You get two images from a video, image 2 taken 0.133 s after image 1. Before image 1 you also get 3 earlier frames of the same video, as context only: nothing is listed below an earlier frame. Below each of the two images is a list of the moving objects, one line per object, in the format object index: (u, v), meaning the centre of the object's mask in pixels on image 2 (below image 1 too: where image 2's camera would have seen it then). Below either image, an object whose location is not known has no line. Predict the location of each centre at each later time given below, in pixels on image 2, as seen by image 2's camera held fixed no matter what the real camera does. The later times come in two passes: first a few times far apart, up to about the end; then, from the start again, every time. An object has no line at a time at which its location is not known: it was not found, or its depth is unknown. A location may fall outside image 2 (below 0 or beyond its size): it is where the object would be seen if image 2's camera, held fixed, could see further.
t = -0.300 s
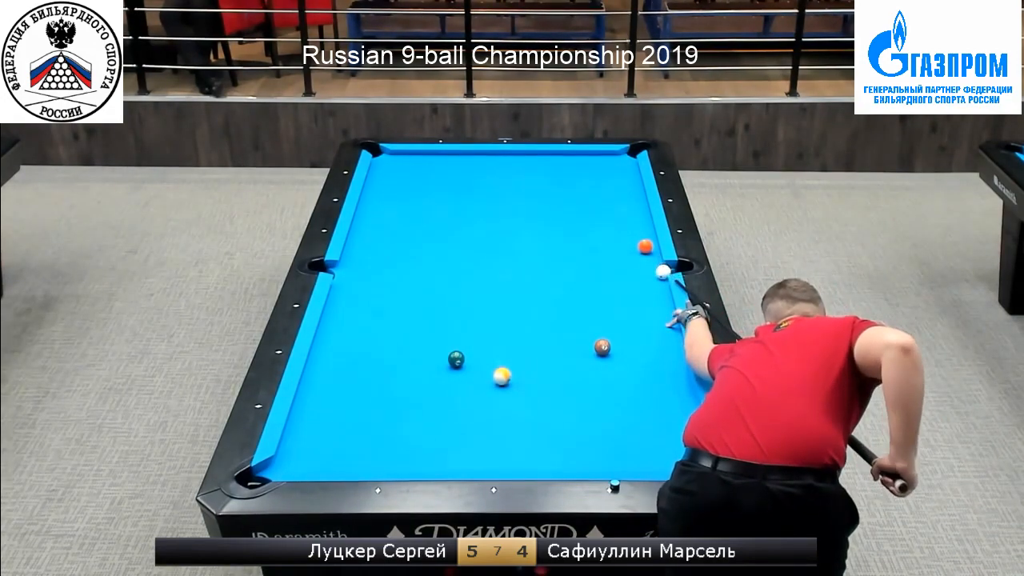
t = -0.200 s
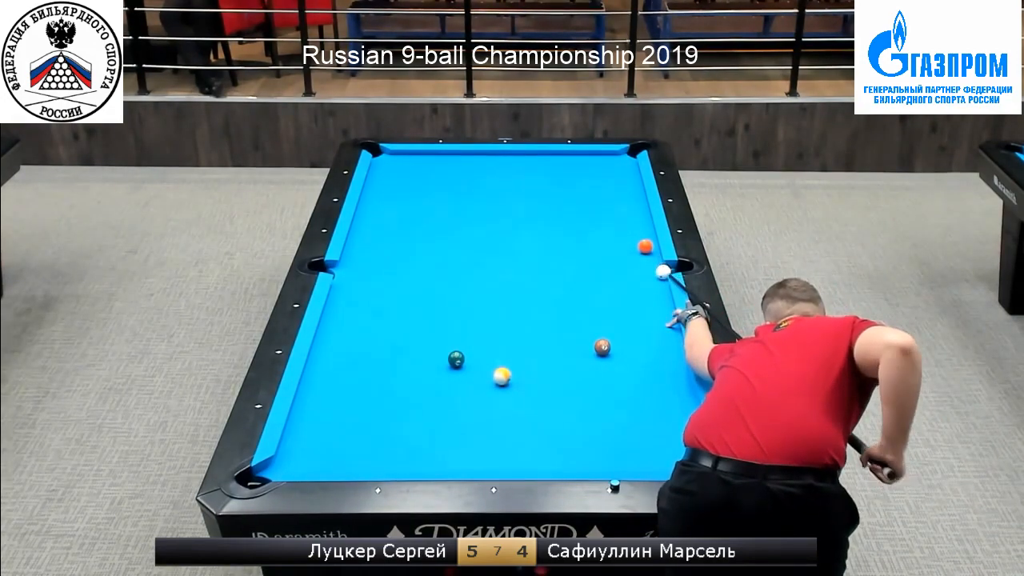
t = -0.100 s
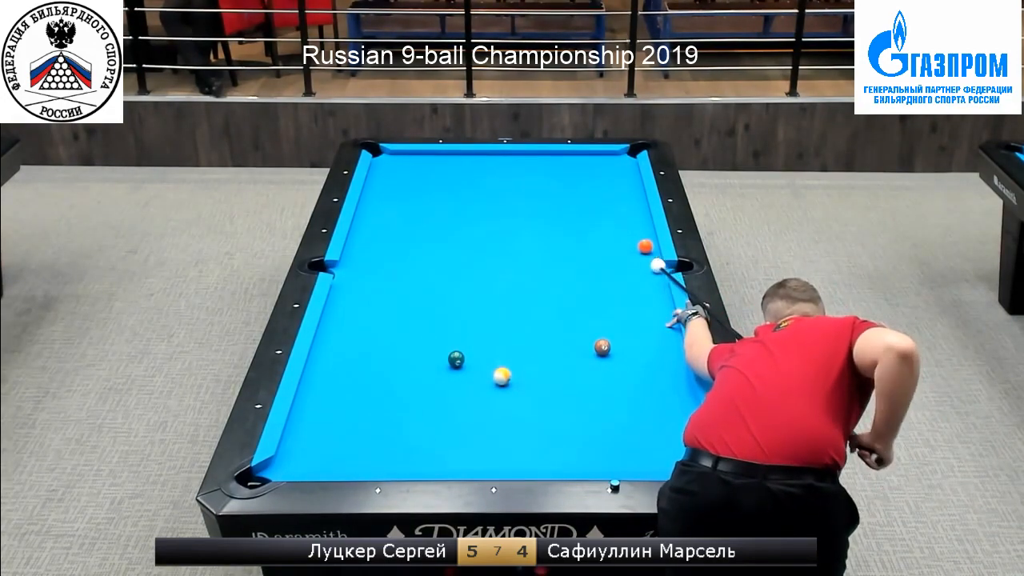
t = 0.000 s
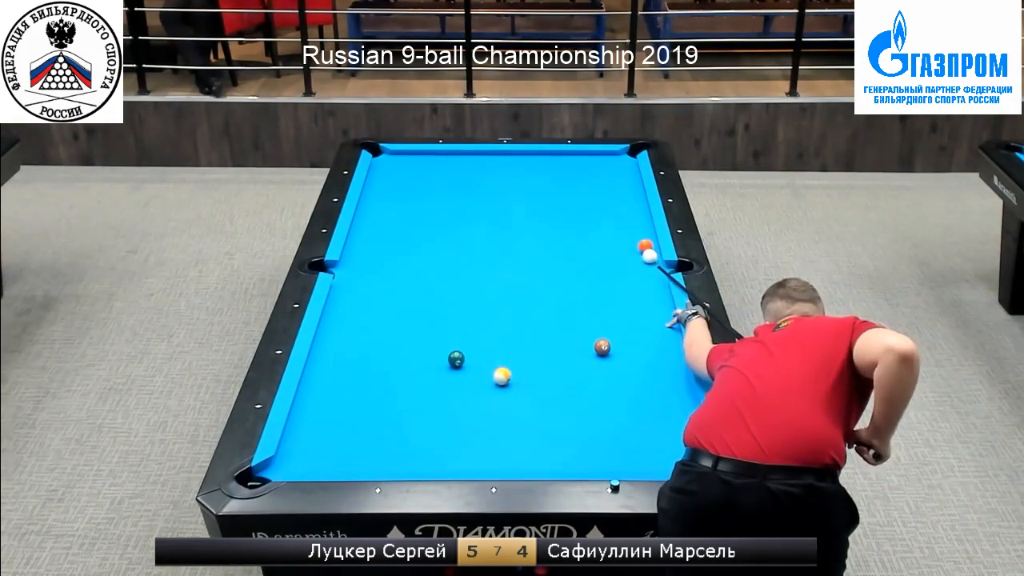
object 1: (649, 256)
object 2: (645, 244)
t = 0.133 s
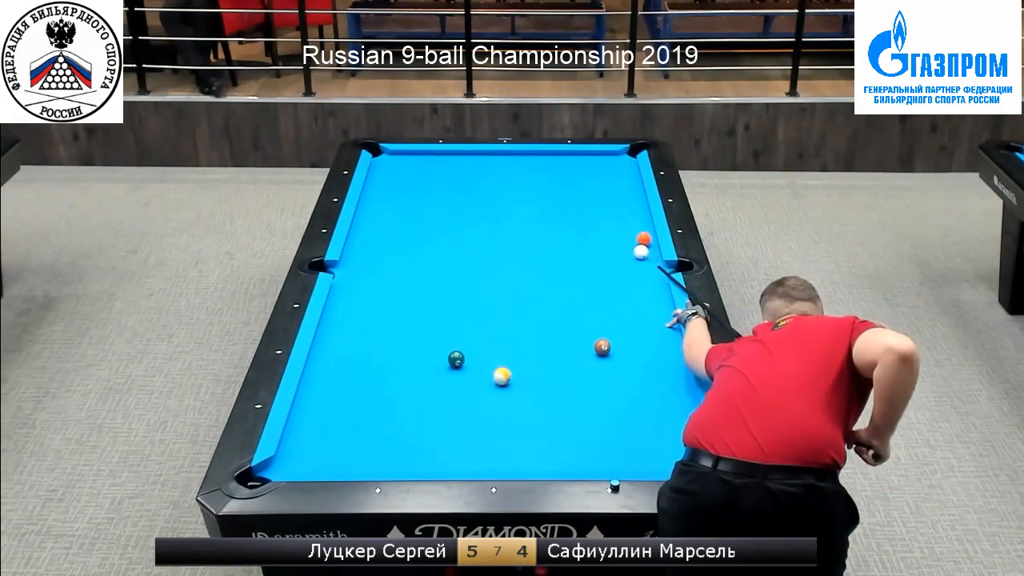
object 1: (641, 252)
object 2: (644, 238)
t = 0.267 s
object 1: (633, 249)
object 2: (642, 231)
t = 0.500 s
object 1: (620, 245)
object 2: (639, 220)
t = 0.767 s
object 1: (607, 241)
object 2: (637, 208)
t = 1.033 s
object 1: (595, 238)
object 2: (634, 197)
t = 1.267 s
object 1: (586, 235)
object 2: (633, 188)
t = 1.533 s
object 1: (577, 232)
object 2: (631, 179)
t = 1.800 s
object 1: (569, 230)
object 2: (630, 171)
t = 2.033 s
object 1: (564, 228)
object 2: (629, 164)
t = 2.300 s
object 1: (559, 227)
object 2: (628, 158)
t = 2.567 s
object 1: (555, 226)
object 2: (627, 152)
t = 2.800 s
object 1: (553, 225)
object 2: (634, 150)
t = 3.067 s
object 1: (551, 225)
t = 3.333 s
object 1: (551, 225)
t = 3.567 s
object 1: (551, 225)
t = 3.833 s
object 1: (551, 225)
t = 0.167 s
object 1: (639, 251)
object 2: (643, 236)
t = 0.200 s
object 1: (637, 250)
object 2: (643, 235)
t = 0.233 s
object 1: (635, 250)
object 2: (642, 233)
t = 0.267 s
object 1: (633, 249)
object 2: (642, 231)
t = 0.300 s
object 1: (631, 249)
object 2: (642, 229)
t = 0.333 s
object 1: (629, 248)
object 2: (641, 228)
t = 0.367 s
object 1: (627, 247)
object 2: (641, 226)
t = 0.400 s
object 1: (625, 247)
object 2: (640, 224)
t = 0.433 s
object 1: (623, 246)
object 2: (640, 223)
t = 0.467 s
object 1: (622, 246)
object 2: (640, 221)
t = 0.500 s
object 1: (620, 245)
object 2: (639, 220)
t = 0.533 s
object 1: (619, 245)
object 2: (639, 218)
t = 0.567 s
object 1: (617, 244)
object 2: (639, 216)
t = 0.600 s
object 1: (615, 243)
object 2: (639, 215)
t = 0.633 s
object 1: (613, 243)
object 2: (638, 214)
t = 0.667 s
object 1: (611, 243)
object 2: (638, 212)
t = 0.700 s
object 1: (610, 242)
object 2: (637, 210)
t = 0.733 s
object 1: (608, 242)
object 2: (637, 209)
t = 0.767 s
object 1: (607, 241)
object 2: (637, 208)
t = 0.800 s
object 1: (605, 241)
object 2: (636, 206)
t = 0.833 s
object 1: (603, 240)
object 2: (636, 205)
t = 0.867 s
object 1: (602, 240)
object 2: (636, 204)
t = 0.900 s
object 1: (600, 239)
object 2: (636, 202)
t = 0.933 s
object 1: (599, 239)
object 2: (635, 201)
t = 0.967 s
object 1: (598, 239)
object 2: (635, 199)
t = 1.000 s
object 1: (596, 238)
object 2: (635, 198)
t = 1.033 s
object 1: (595, 238)
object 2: (634, 197)
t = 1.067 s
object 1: (593, 237)
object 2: (634, 195)
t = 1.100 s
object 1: (592, 237)
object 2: (634, 195)
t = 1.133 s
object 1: (591, 237)
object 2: (634, 193)
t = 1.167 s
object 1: (589, 236)
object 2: (634, 192)
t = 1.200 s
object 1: (588, 236)
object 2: (633, 191)
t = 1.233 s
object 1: (587, 235)
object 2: (633, 190)
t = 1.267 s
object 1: (586, 235)
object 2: (633, 188)
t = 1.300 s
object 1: (585, 235)
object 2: (633, 187)
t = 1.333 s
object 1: (583, 234)
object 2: (632, 186)
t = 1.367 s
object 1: (582, 234)
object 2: (632, 184)
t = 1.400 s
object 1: (581, 234)
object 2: (632, 184)
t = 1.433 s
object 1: (580, 233)
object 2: (632, 182)
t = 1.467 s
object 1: (579, 233)
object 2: (632, 181)
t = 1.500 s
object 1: (578, 233)
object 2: (631, 180)
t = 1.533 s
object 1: (577, 232)
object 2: (631, 179)
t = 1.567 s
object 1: (576, 232)
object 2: (631, 178)
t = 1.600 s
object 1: (575, 232)
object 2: (631, 177)
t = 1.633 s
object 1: (574, 231)
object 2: (631, 176)
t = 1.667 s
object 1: (573, 231)
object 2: (631, 175)
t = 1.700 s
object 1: (572, 231)
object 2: (631, 174)
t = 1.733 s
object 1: (571, 231)
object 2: (631, 173)
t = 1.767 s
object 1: (570, 230)
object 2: (630, 172)
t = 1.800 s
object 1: (569, 230)
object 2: (630, 171)
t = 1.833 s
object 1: (568, 230)
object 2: (630, 170)
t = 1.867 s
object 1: (568, 230)
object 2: (630, 168)
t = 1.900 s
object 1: (567, 229)
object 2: (630, 168)
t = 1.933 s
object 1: (566, 229)
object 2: (629, 167)
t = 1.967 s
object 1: (565, 229)
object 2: (629, 166)
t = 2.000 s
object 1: (564, 229)
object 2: (629, 165)
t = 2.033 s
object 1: (564, 228)
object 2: (629, 164)
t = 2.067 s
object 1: (563, 228)
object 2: (629, 163)
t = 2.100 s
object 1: (562, 228)
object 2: (629, 163)
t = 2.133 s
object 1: (562, 228)
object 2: (629, 162)
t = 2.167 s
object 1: (561, 228)
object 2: (628, 161)
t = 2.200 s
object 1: (560, 227)
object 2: (628, 160)
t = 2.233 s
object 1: (560, 227)
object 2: (628, 159)
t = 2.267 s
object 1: (559, 227)
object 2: (628, 158)
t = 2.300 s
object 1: (559, 227)
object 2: (628, 158)
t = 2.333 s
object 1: (558, 227)
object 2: (628, 157)
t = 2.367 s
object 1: (557, 227)
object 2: (628, 156)
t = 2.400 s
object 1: (557, 227)
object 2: (628, 155)
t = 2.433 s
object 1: (557, 226)
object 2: (627, 154)
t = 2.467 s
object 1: (556, 226)
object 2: (627, 154)
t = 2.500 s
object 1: (556, 226)
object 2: (627, 153)
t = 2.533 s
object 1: (555, 226)
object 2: (627, 152)
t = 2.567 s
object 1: (555, 226)
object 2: (627, 152)
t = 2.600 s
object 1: (554, 226)
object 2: (627, 151)
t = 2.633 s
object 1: (554, 226)
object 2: (628, 151)
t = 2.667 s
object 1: (554, 225)
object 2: (629, 151)
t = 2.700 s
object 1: (553, 225)
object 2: (630, 151)
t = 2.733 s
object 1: (553, 225)
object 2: (631, 151)
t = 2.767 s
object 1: (553, 225)
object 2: (633, 150)
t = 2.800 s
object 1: (553, 225)
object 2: (634, 150)
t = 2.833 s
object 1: (552, 225)
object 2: (635, 152)
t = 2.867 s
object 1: (552, 225)
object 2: (636, 154)
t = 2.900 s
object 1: (552, 225)
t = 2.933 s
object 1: (552, 225)
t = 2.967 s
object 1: (551, 225)
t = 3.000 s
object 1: (551, 225)
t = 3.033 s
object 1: (551, 225)
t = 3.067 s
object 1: (551, 225)
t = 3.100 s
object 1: (551, 225)
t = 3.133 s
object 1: (551, 225)
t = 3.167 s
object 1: (551, 225)
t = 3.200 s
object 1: (551, 225)
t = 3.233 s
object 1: (551, 225)
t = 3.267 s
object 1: (551, 225)
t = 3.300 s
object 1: (551, 225)
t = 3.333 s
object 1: (551, 225)
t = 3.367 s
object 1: (551, 225)
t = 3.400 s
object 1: (551, 225)
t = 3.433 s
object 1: (551, 225)
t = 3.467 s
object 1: (551, 225)
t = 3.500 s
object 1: (551, 225)
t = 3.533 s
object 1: (551, 225)
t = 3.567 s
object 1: (551, 225)
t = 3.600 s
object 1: (551, 225)
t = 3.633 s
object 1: (551, 225)
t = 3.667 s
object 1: (551, 225)
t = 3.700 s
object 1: (551, 225)
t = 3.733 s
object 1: (551, 225)
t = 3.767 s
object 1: (551, 225)
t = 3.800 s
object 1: (551, 225)
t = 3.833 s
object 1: (551, 225)
